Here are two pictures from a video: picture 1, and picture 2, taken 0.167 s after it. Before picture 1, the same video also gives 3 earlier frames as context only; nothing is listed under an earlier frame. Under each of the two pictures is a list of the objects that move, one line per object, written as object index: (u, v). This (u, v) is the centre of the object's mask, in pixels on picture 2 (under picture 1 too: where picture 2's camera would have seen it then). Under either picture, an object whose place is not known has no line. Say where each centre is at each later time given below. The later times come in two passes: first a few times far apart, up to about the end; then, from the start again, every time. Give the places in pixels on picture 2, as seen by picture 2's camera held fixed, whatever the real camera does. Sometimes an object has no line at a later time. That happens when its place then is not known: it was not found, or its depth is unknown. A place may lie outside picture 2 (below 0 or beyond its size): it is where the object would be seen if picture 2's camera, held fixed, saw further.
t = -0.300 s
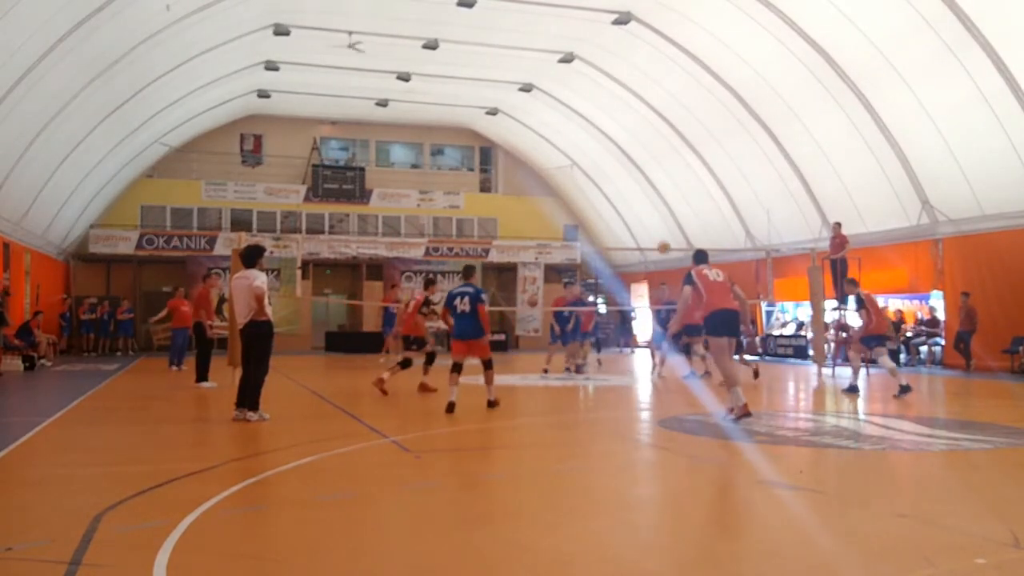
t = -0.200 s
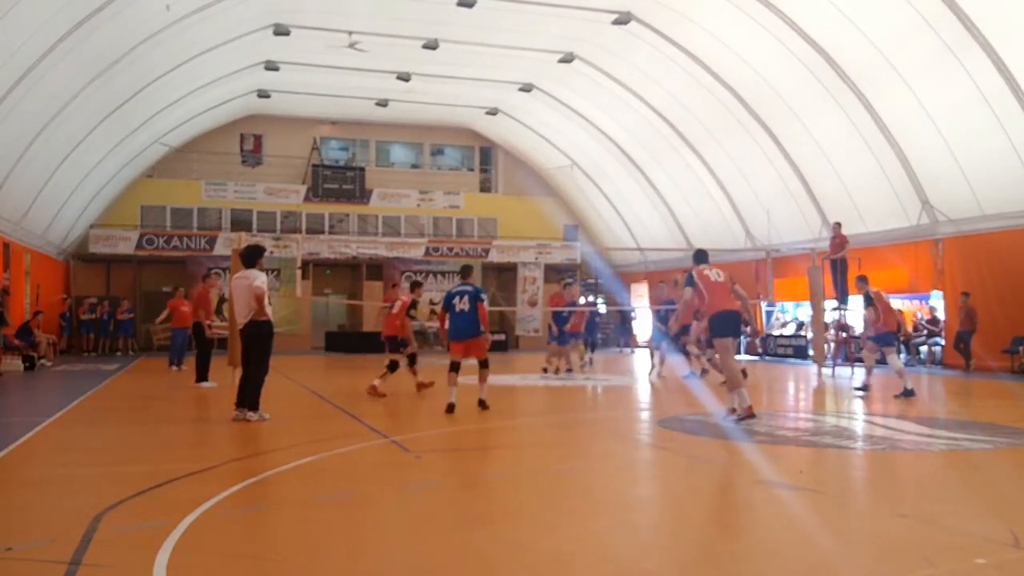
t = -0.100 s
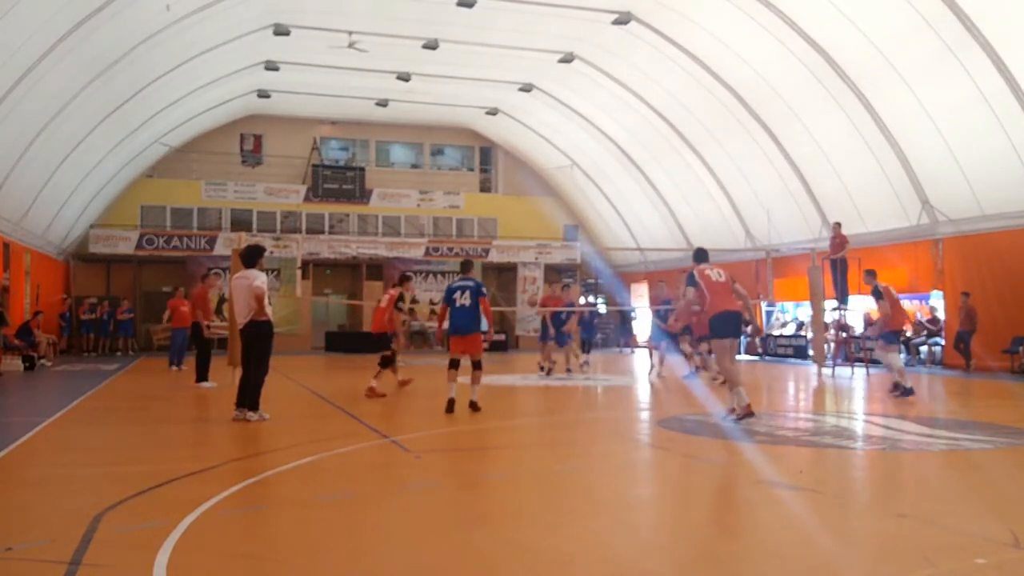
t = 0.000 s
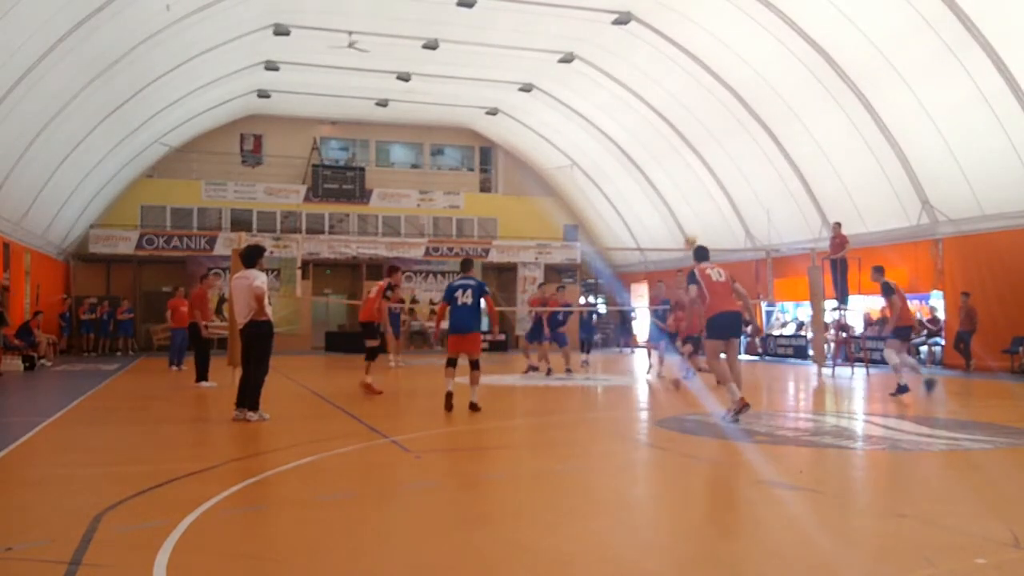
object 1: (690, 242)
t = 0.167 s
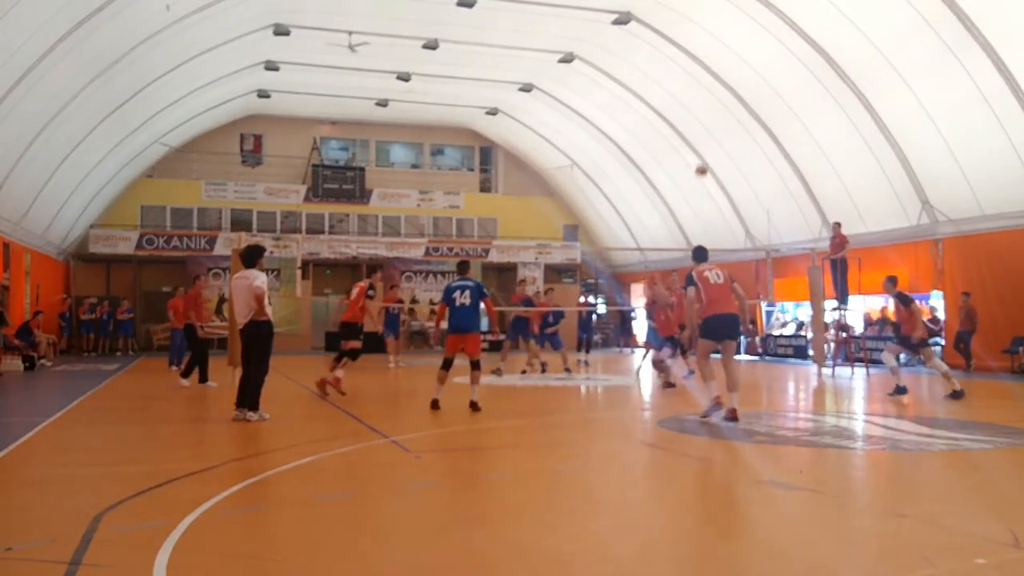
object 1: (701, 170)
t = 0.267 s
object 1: (709, 135)
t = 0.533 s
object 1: (728, 73)
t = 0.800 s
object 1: (748, 55)
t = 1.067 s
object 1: (769, 81)
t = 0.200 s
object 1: (704, 158)
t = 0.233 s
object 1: (706, 146)
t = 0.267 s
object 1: (709, 135)
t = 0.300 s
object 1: (711, 124)
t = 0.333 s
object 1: (713, 115)
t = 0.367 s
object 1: (716, 107)
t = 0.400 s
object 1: (718, 98)
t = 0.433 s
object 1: (721, 91)
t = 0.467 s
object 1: (723, 84)
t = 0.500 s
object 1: (726, 78)
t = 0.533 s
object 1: (728, 73)
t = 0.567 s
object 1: (731, 68)
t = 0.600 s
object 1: (733, 64)
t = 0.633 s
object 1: (736, 61)
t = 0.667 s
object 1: (739, 58)
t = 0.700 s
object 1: (741, 57)
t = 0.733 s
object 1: (744, 55)
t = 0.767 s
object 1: (746, 55)
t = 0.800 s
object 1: (748, 55)
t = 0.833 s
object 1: (751, 56)
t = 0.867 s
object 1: (753, 58)
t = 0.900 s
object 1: (756, 60)
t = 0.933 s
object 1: (759, 63)
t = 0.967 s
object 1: (761, 66)
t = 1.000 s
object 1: (764, 71)
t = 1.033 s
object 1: (766, 76)
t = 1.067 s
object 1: (769, 81)
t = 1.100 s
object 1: (771, 88)
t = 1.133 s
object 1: (773, 96)
